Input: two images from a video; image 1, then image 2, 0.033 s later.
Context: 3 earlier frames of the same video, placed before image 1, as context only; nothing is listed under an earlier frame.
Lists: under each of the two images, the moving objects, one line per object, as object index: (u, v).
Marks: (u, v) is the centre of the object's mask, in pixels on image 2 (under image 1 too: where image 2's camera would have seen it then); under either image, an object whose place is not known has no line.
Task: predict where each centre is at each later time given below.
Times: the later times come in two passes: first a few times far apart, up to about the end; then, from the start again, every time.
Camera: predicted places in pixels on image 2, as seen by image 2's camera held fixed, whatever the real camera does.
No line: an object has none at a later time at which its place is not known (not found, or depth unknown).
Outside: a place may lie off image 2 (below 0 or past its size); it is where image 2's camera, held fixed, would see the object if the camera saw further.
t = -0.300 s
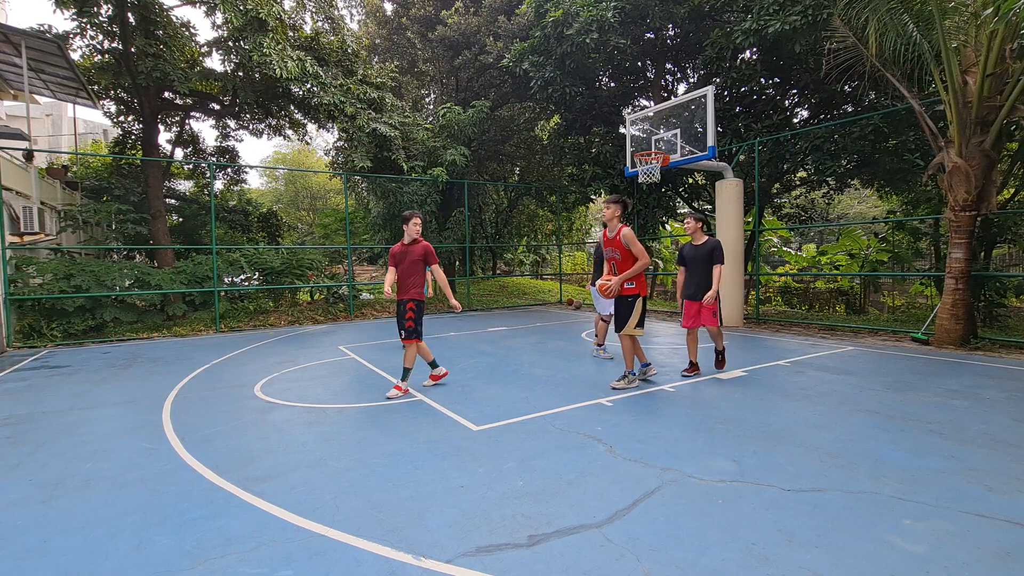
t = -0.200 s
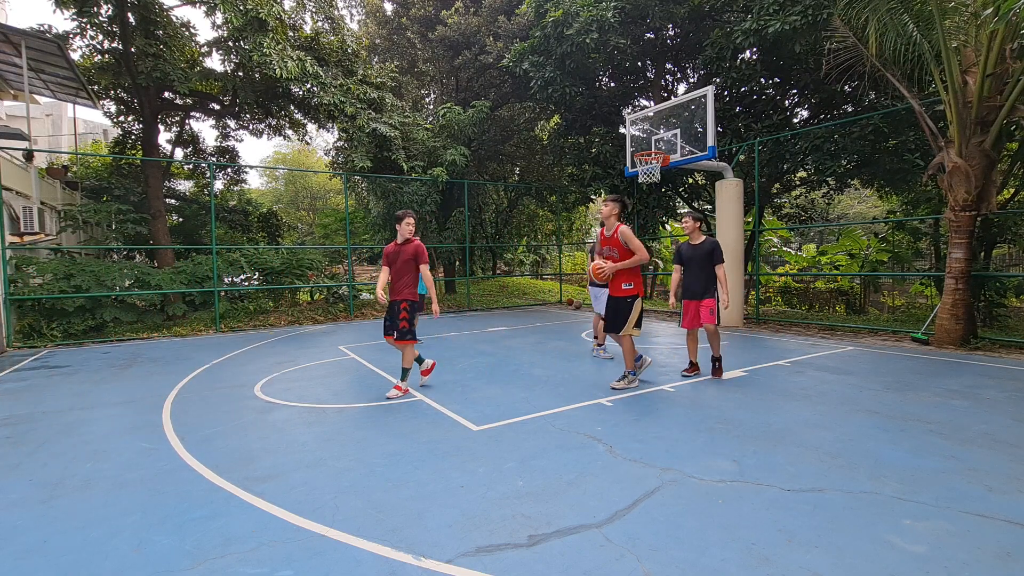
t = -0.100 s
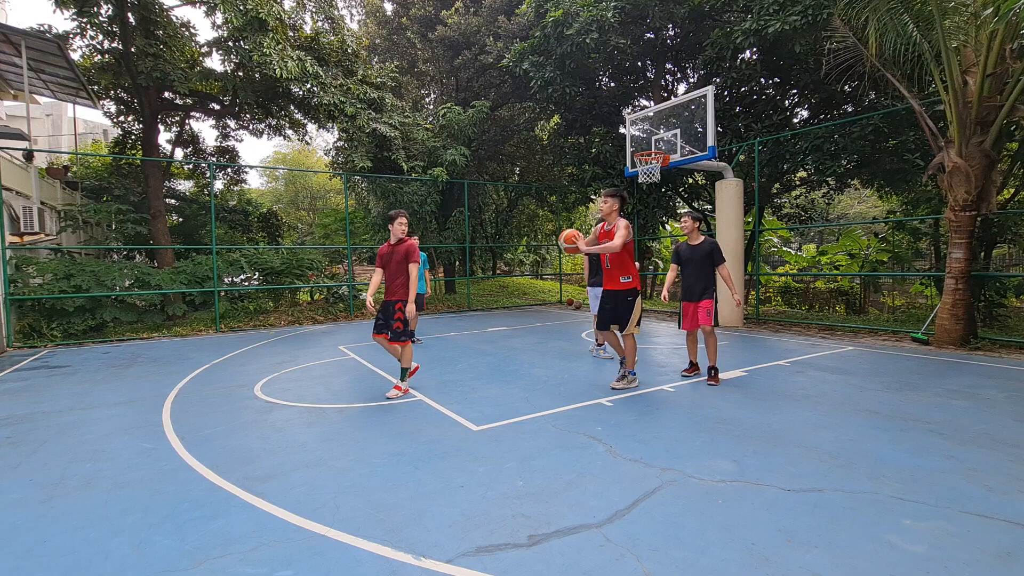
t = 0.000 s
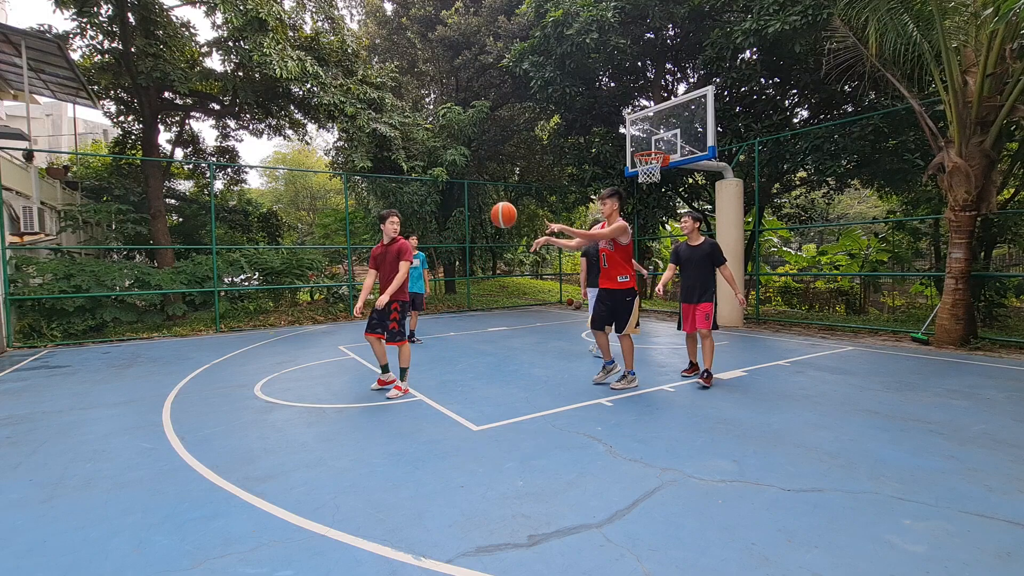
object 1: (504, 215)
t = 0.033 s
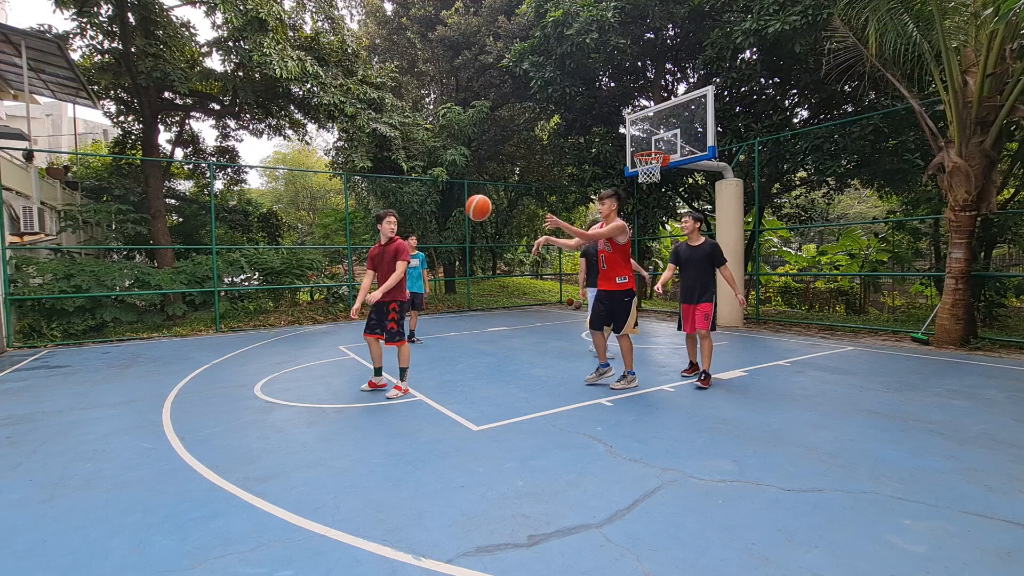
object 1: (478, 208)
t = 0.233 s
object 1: (317, 186)
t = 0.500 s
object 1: (76, 231)
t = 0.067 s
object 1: (453, 201)
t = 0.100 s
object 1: (427, 196)
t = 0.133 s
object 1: (400, 192)
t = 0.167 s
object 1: (373, 189)
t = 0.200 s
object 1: (346, 187)
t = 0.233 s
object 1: (317, 186)
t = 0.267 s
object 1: (289, 188)
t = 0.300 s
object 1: (260, 190)
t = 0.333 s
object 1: (230, 194)
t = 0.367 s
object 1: (200, 198)
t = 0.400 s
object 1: (169, 204)
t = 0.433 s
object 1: (139, 212)
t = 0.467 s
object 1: (108, 221)
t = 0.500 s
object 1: (76, 231)
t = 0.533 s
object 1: (44, 244)
